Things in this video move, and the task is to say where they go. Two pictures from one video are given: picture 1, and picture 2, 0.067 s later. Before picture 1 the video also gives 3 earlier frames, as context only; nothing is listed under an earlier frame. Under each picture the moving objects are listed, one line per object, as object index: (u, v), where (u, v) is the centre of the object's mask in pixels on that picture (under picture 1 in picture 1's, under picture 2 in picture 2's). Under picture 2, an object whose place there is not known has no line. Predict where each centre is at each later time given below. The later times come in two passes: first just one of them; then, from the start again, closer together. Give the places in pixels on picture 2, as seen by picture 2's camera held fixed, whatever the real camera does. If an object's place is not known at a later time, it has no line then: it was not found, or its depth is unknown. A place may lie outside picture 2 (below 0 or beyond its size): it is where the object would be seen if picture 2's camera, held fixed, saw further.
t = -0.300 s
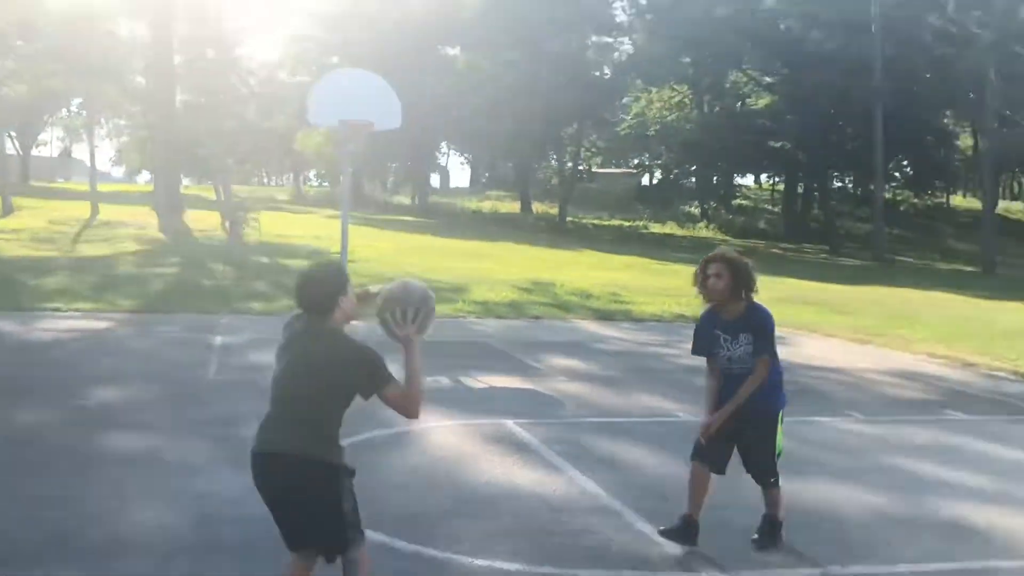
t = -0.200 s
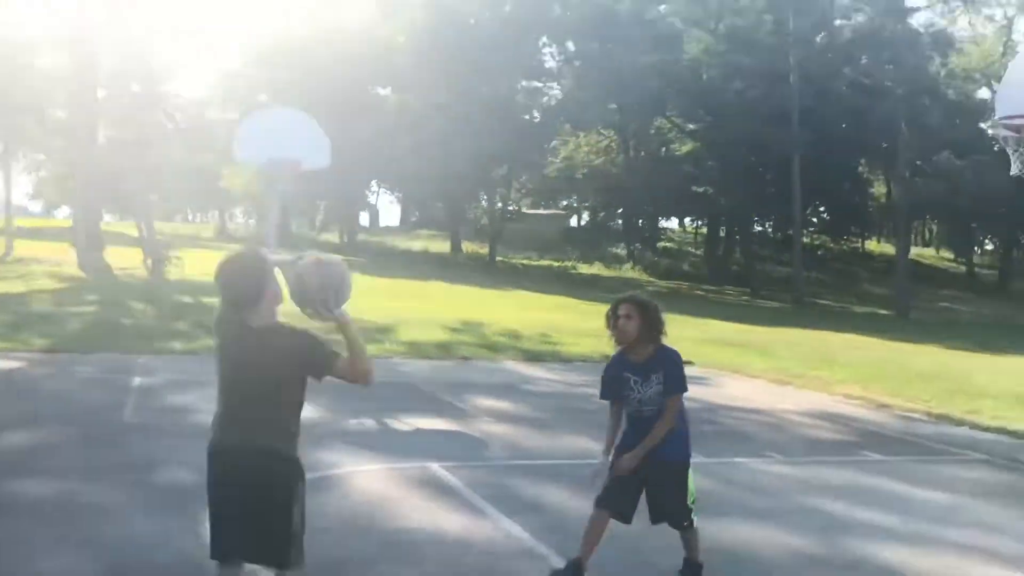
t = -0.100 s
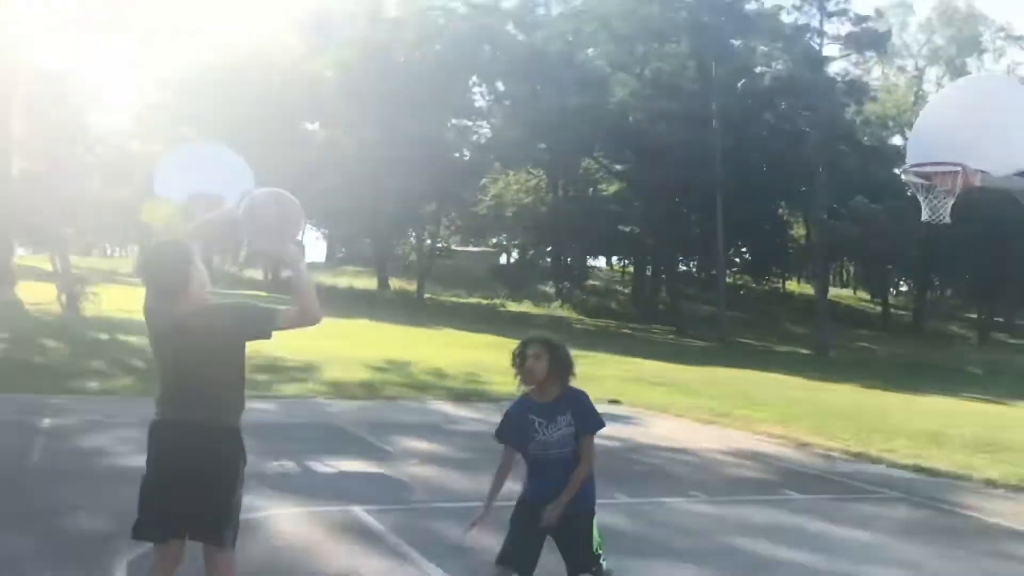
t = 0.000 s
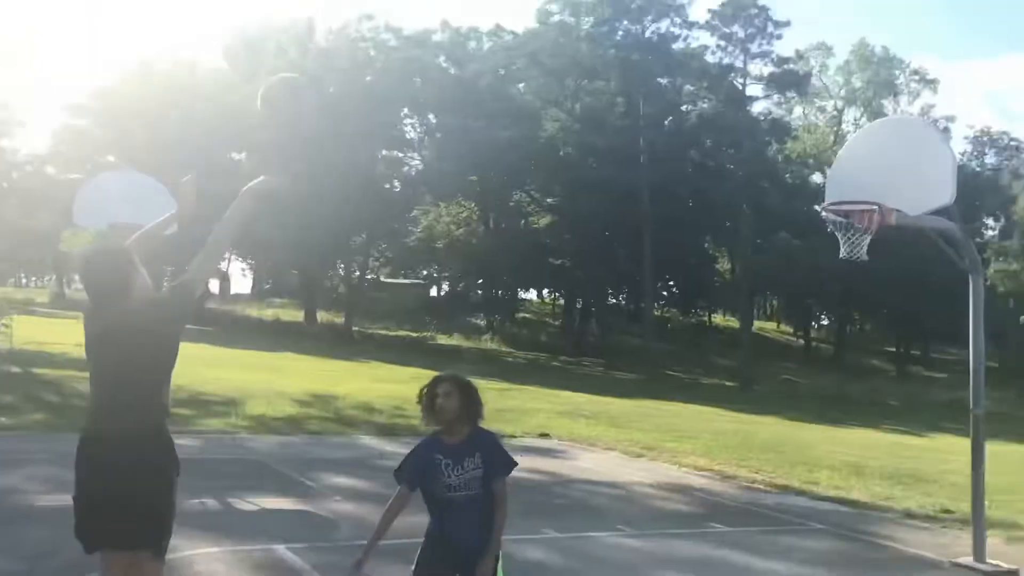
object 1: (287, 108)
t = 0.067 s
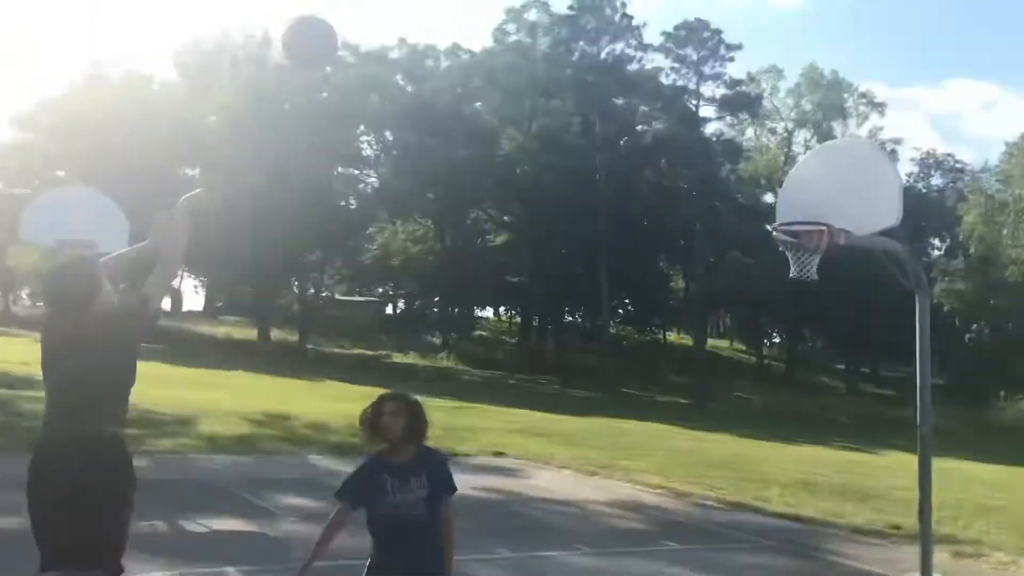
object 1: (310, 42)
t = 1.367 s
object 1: (844, 351)
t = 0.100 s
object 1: (340, 12)
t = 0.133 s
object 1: (373, -7)
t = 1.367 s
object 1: (844, 351)
